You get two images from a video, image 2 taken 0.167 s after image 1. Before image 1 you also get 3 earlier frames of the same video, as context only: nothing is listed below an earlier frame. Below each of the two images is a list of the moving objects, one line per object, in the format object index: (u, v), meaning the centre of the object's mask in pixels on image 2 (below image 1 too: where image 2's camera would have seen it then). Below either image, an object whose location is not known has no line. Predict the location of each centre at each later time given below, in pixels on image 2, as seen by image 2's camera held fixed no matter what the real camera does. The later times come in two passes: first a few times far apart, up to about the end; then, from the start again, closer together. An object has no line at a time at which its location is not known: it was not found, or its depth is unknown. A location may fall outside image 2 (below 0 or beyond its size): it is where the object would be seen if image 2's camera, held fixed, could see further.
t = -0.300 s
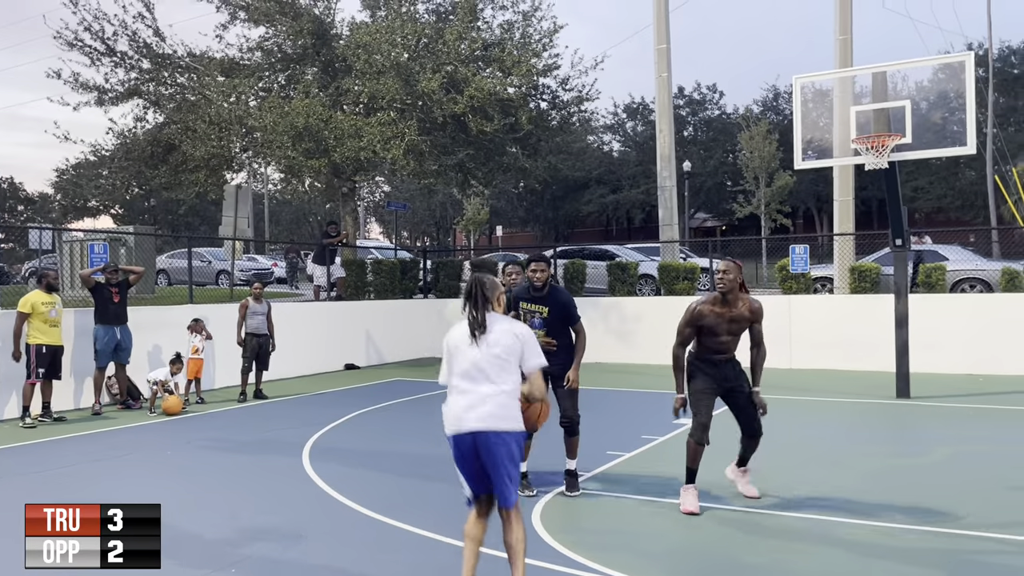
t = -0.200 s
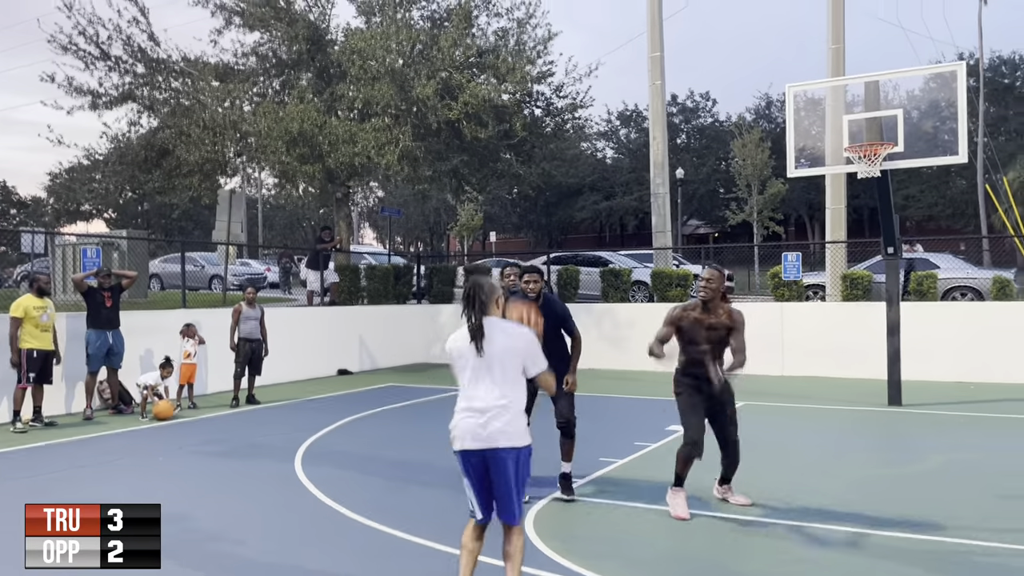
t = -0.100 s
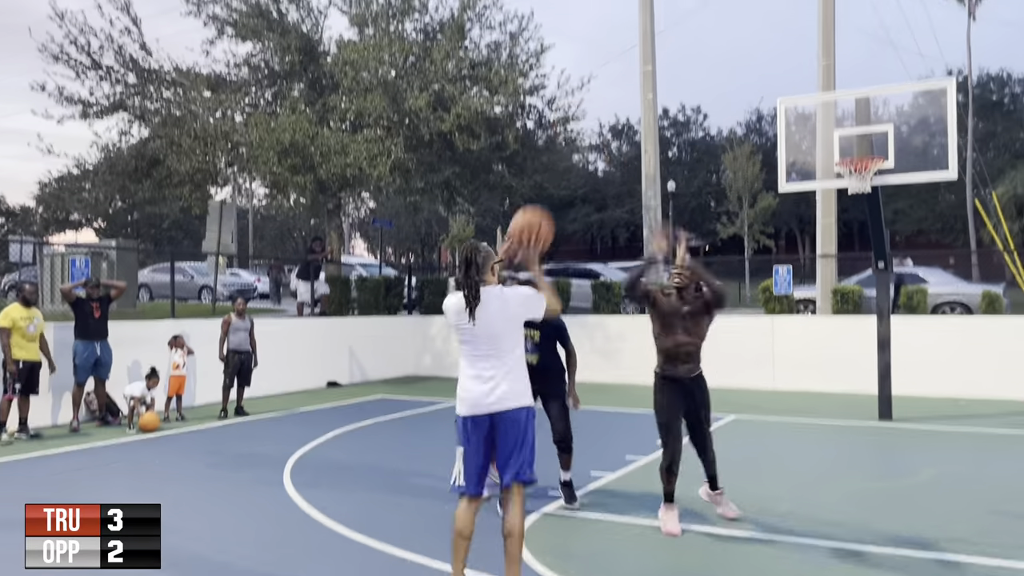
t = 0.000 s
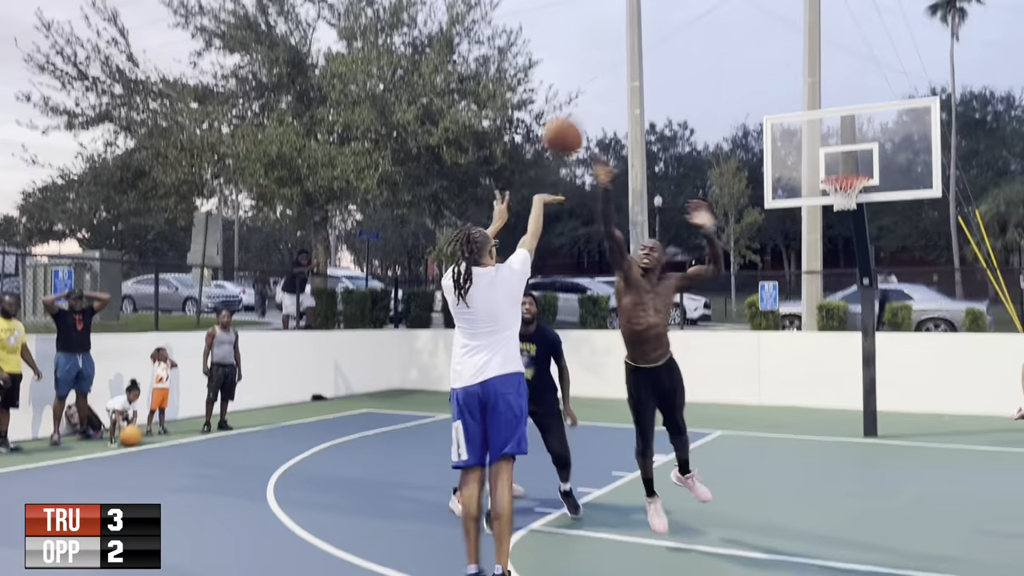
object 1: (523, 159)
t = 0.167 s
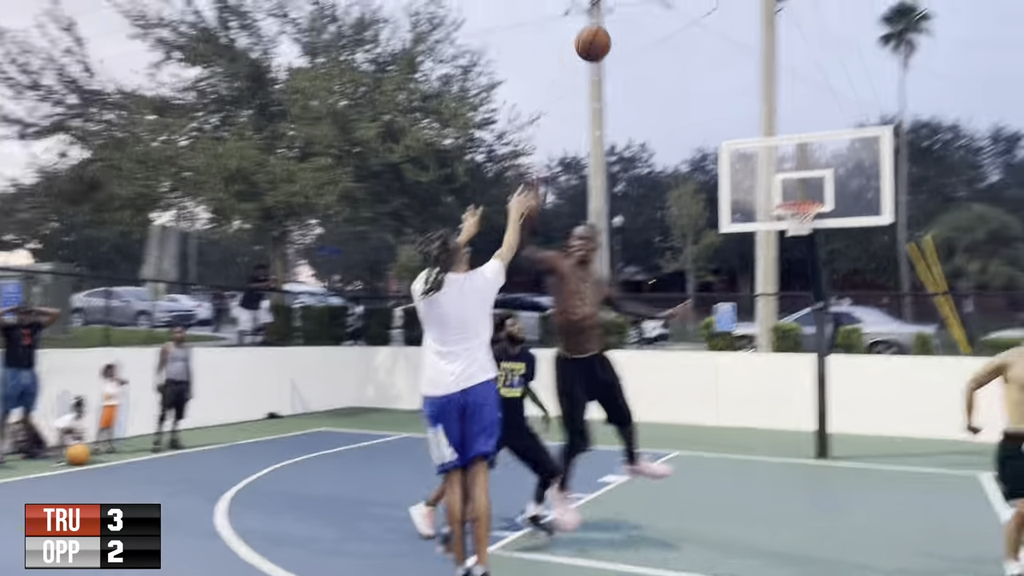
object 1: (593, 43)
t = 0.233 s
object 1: (614, 17)
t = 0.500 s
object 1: (686, -16)
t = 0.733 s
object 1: (731, 21)
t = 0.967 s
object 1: (769, 101)
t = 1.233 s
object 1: (804, 225)
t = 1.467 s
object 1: (801, 242)
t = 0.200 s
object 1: (604, 28)
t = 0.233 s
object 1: (614, 17)
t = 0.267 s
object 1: (625, 7)
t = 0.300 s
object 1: (634, -1)
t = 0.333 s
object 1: (643, -6)
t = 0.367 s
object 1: (652, -10)
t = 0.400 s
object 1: (661, -14)
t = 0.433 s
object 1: (669, -15)
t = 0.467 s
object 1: (677, -16)
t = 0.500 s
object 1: (686, -16)
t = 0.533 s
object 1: (691, -14)
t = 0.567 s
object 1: (699, -11)
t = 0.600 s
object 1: (705, -6)
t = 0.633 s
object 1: (712, -1)
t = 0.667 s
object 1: (718, 6)
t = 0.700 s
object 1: (725, 13)
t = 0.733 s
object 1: (731, 21)
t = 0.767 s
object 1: (737, 30)
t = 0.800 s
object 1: (743, 40)
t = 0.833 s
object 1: (748, 51)
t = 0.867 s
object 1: (753, 62)
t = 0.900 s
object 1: (759, 74)
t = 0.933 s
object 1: (764, 87)
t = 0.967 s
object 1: (769, 101)
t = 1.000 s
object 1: (773, 115)
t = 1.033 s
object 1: (779, 129)
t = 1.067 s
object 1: (783, 144)
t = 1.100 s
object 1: (787, 161)
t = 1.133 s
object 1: (792, 177)
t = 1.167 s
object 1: (797, 194)
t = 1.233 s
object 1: (804, 225)
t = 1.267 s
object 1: (805, 225)
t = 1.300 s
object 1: (805, 225)
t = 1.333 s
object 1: (804, 226)
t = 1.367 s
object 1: (803, 229)
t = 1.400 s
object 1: (803, 232)
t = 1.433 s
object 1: (802, 237)
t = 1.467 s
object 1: (801, 242)
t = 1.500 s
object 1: (801, 248)
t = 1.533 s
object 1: (801, 255)
